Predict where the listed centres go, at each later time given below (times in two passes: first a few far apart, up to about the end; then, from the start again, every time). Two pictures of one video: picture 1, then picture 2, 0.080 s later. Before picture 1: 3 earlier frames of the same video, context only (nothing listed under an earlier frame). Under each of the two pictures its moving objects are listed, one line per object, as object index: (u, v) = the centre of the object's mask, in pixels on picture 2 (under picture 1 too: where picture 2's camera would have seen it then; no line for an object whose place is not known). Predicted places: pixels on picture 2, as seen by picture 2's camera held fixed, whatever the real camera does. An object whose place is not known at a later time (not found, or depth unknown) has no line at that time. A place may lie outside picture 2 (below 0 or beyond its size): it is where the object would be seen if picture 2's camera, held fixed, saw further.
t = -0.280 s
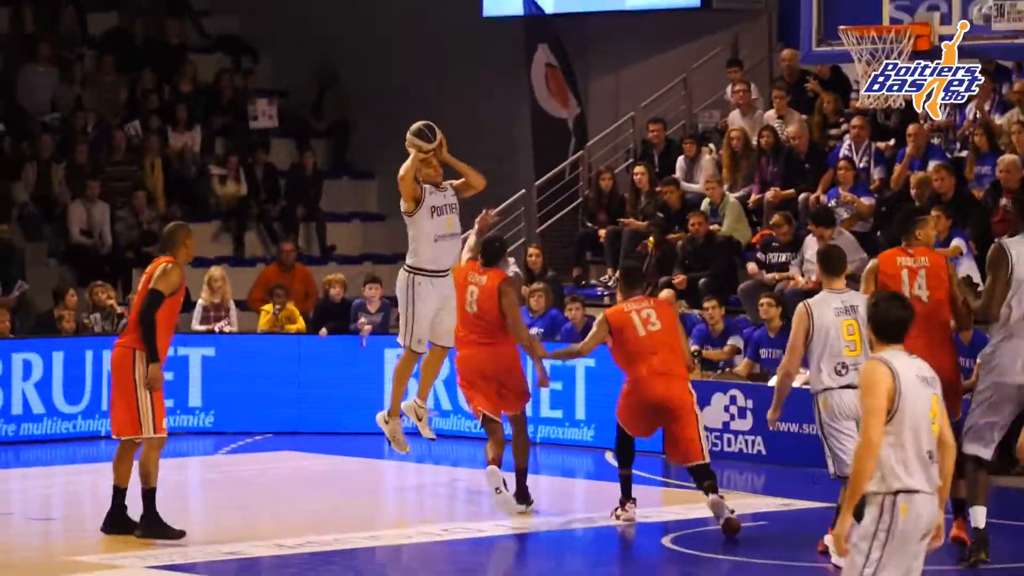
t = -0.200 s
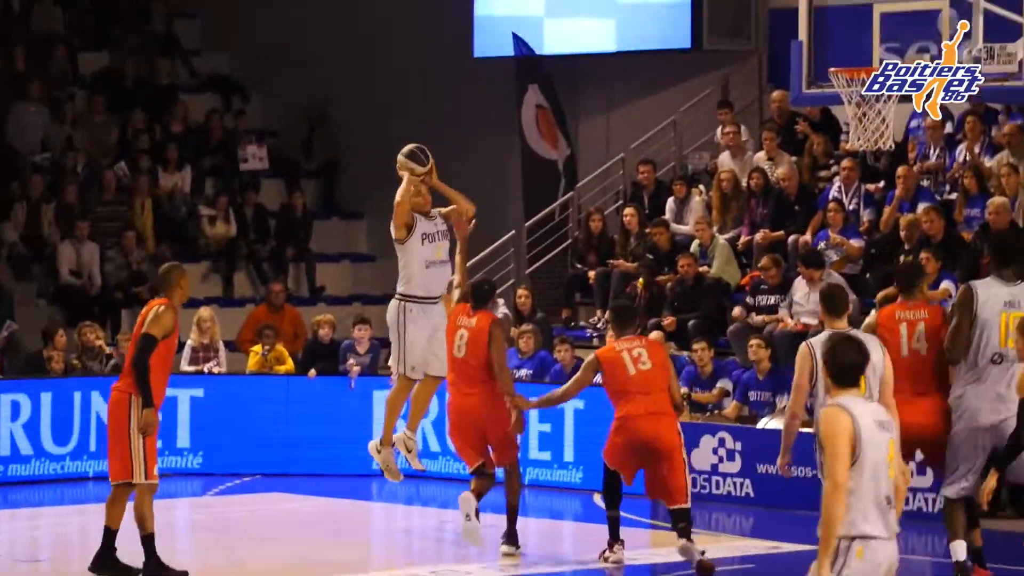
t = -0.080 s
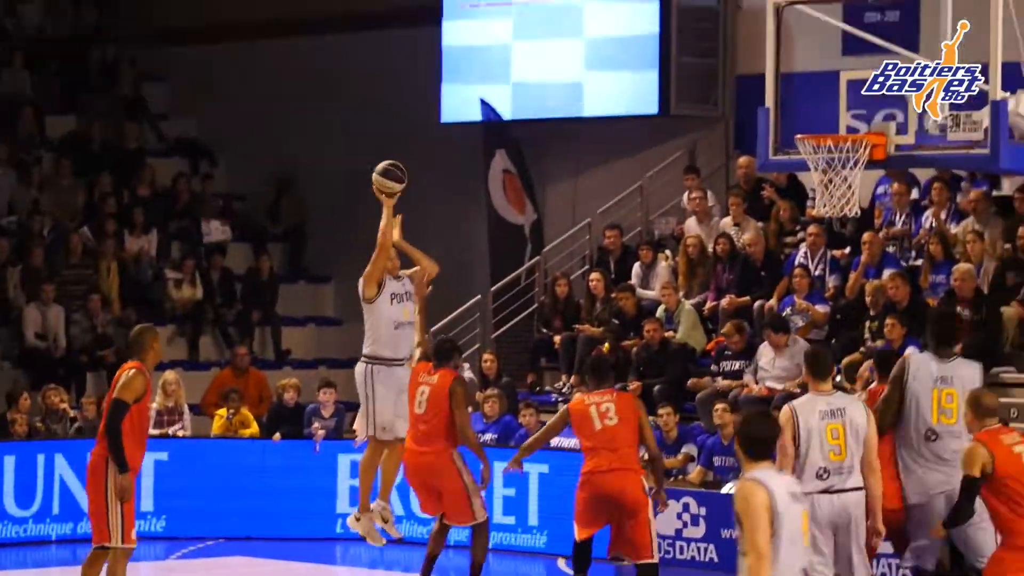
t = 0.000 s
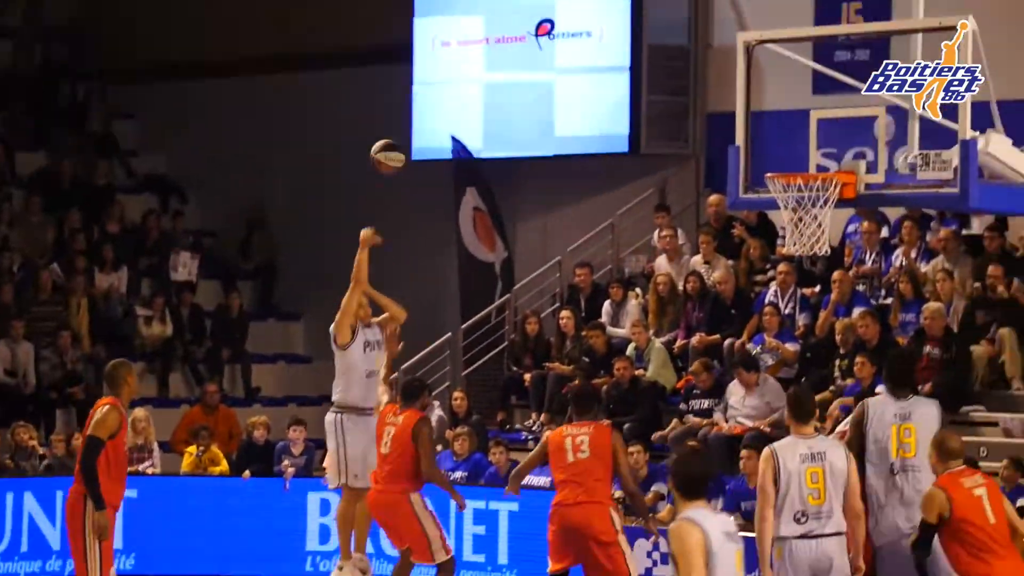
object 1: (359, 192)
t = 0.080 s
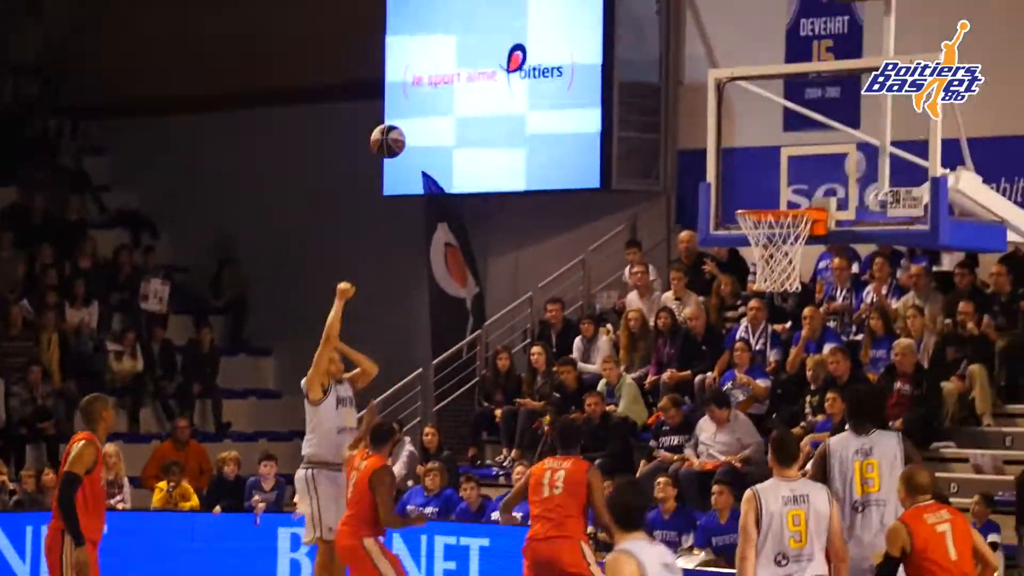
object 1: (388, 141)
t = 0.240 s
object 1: (448, 65)
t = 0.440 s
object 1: (523, 18)
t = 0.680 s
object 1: (621, 39)
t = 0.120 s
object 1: (403, 119)
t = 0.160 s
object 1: (418, 99)
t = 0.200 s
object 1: (433, 81)
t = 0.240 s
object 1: (448, 65)
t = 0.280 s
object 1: (462, 51)
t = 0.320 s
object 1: (478, 39)
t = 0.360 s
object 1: (493, 30)
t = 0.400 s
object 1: (508, 23)
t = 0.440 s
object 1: (523, 18)
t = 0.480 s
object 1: (539, 16)
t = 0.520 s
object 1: (555, 16)
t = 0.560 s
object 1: (571, 18)
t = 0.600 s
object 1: (587, 23)
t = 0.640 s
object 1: (604, 30)
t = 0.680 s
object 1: (621, 39)
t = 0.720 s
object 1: (638, 51)
